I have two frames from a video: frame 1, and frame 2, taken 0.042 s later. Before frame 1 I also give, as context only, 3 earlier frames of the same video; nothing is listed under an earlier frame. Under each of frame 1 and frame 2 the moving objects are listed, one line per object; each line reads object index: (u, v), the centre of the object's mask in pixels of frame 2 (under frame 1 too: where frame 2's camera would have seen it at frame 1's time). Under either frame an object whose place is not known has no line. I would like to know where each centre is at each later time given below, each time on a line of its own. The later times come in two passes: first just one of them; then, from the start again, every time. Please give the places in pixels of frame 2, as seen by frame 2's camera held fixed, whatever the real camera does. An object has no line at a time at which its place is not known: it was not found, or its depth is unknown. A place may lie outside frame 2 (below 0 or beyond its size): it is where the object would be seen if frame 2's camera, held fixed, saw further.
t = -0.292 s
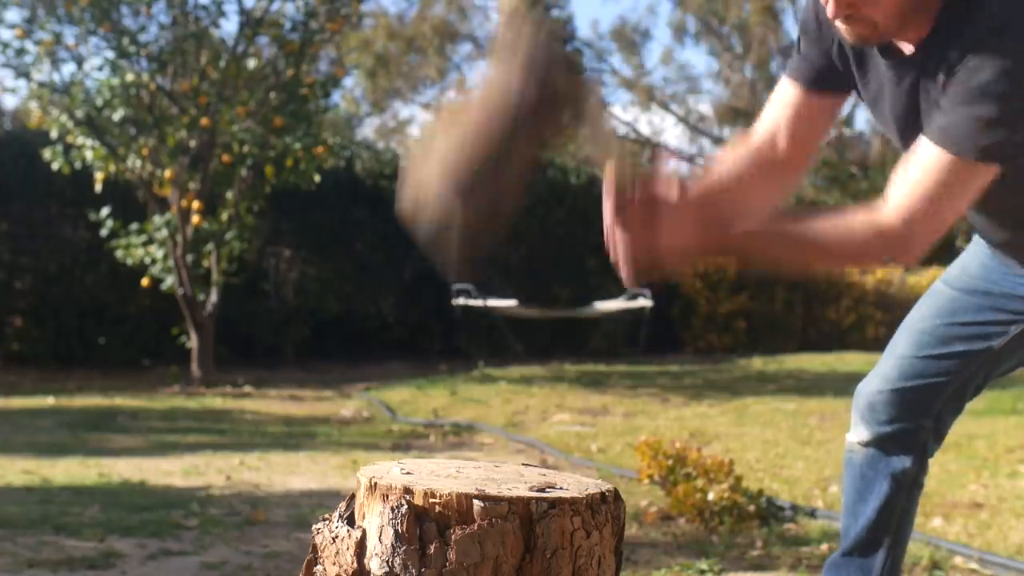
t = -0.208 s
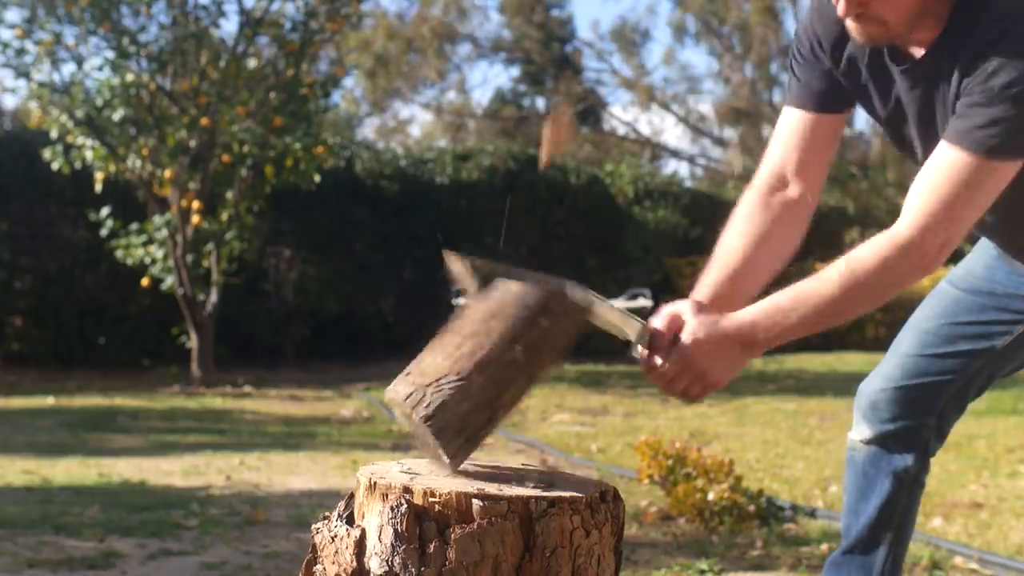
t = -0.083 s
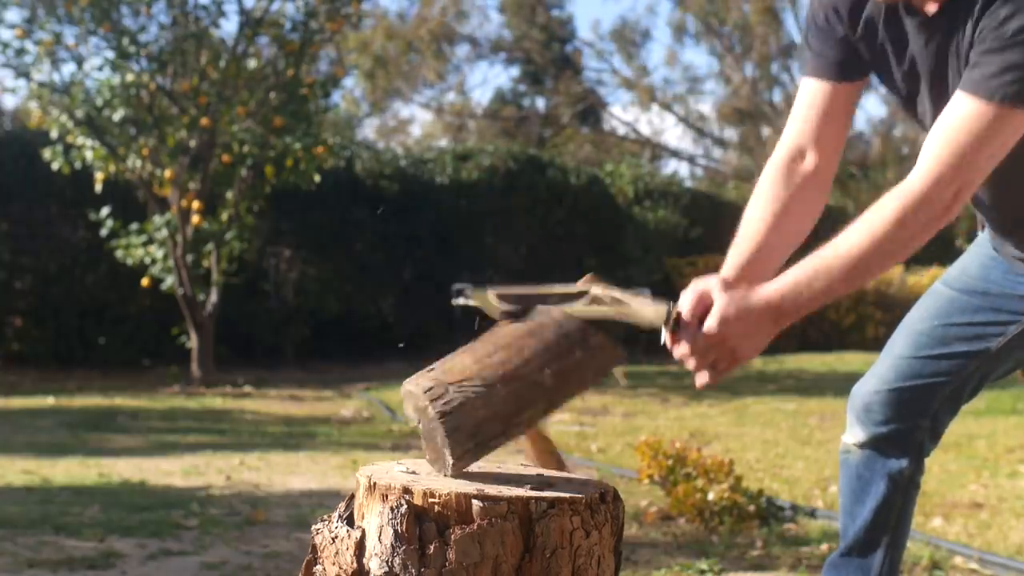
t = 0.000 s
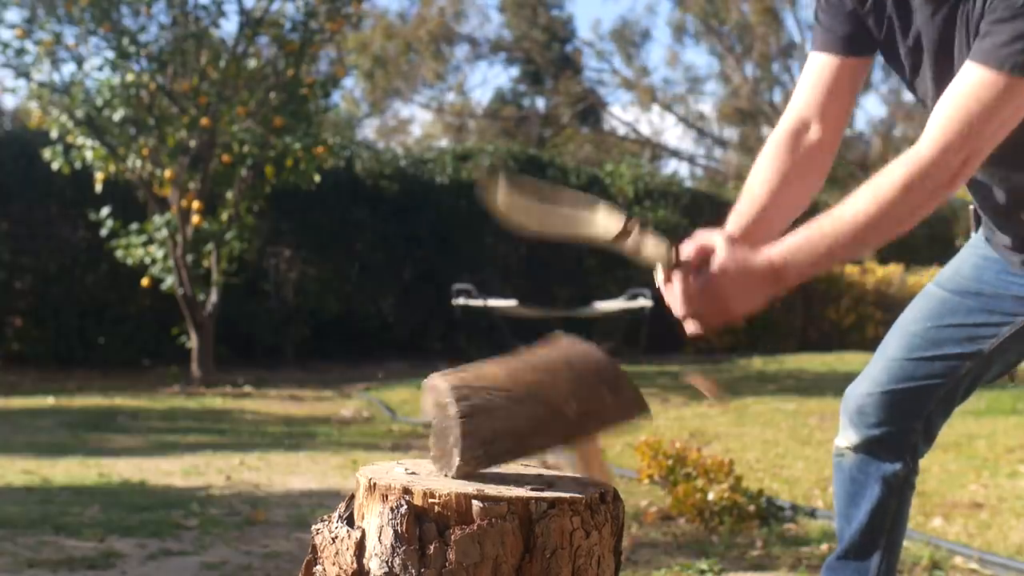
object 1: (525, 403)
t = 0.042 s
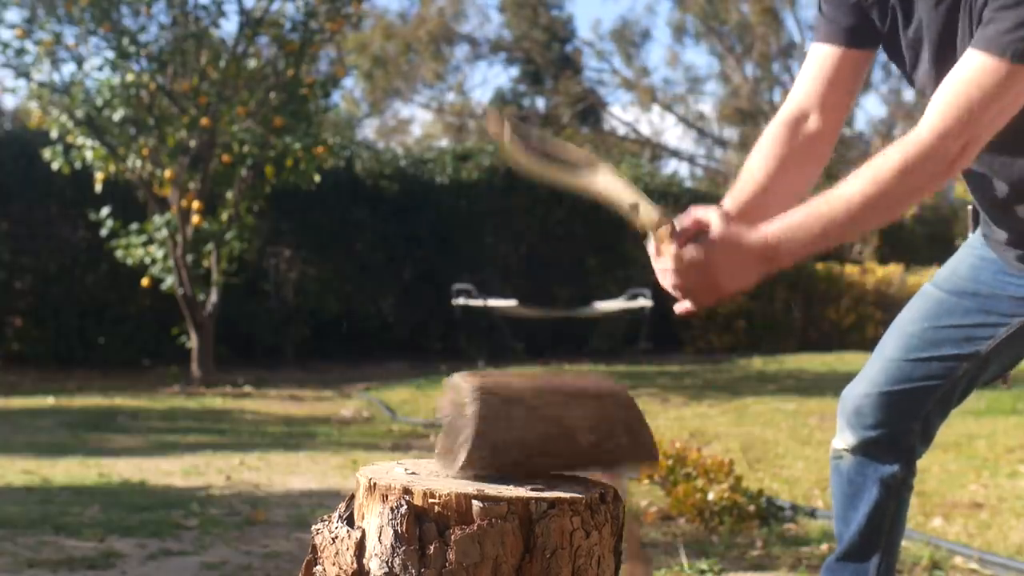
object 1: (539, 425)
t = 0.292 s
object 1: (641, 452)
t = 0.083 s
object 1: (559, 421)
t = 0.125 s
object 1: (575, 417)
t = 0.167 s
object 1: (590, 418)
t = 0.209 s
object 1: (605, 424)
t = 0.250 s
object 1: (622, 435)
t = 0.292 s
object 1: (641, 452)
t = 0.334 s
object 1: (659, 474)
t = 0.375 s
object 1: (673, 498)
